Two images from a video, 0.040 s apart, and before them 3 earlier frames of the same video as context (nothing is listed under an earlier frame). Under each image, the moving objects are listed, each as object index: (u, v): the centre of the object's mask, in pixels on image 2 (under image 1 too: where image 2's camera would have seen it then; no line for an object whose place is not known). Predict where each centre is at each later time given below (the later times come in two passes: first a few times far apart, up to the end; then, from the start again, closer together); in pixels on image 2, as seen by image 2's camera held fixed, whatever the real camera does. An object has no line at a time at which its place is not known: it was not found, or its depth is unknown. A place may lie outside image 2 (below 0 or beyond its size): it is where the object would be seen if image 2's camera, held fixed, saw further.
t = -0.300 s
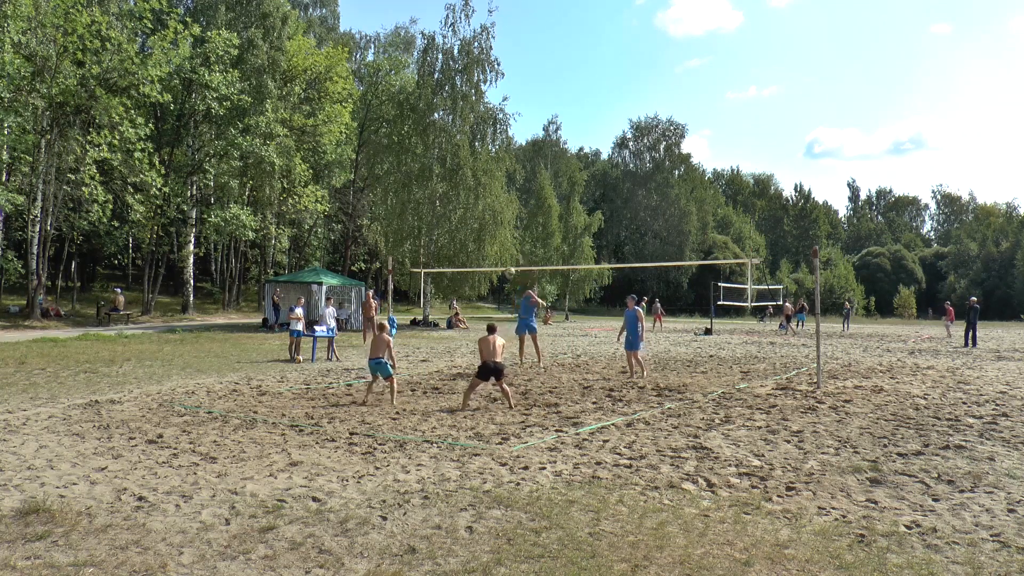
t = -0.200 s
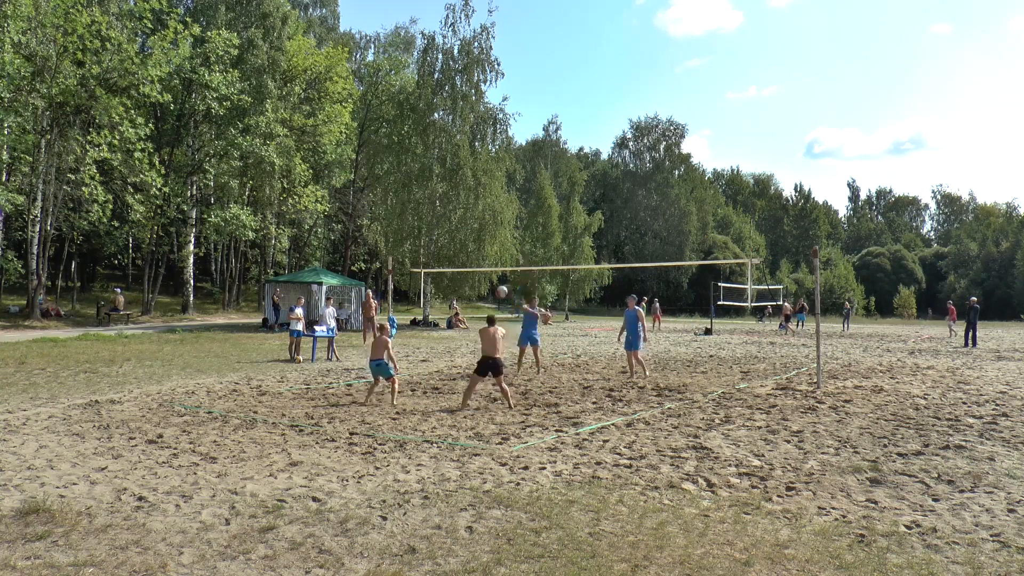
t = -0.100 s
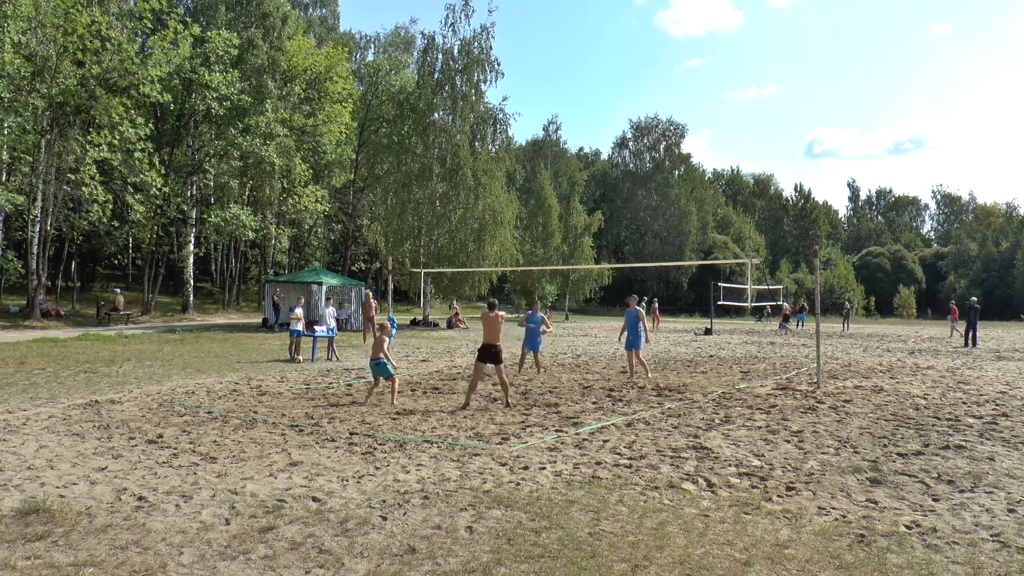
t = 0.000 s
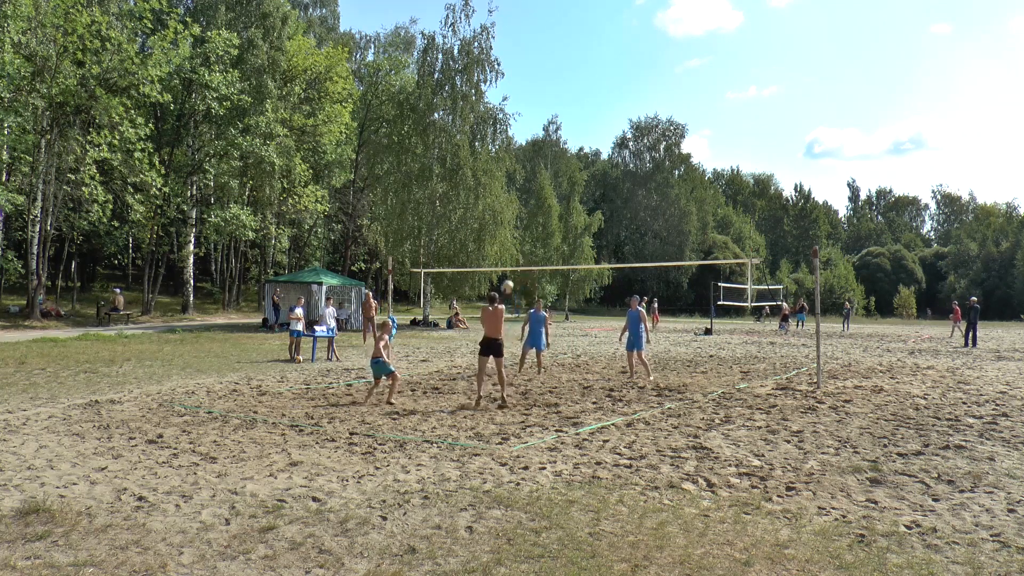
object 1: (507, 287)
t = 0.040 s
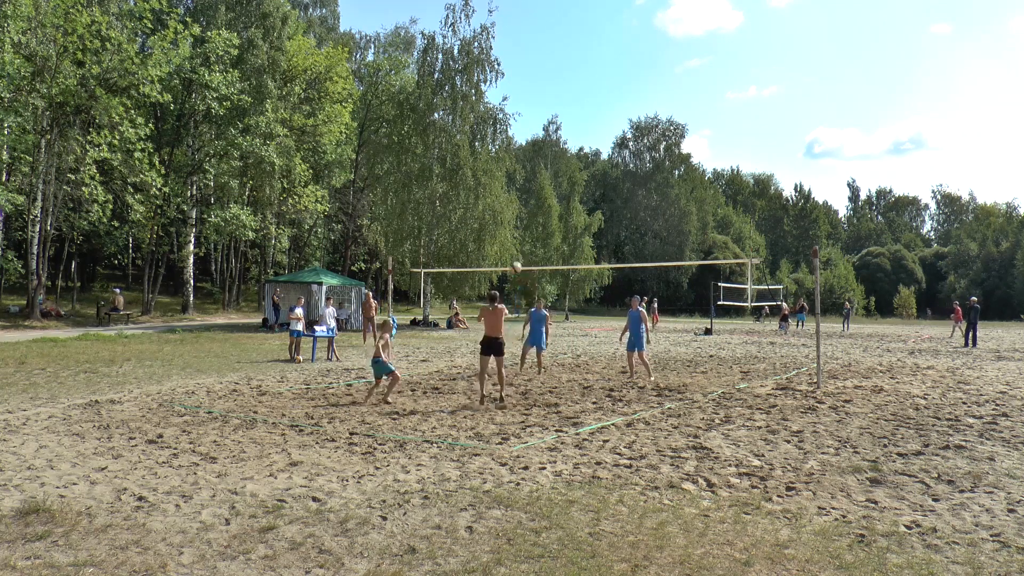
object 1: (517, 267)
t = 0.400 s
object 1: (581, 152)
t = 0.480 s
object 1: (593, 139)
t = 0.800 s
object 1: (643, 117)
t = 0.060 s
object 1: (521, 259)
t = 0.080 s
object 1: (524, 251)
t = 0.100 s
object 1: (528, 242)
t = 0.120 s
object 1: (531, 234)
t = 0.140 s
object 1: (535, 226)
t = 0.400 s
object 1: (581, 152)
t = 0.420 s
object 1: (584, 148)
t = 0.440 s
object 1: (587, 145)
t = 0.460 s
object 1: (591, 142)
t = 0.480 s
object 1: (593, 139)
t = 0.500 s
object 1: (597, 136)
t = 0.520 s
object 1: (600, 133)
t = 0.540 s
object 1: (603, 131)
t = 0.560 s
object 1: (606, 128)
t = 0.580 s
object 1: (610, 126)
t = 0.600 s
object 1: (613, 124)
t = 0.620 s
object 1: (616, 123)
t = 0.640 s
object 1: (619, 121)
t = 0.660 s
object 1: (622, 120)
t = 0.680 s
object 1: (625, 119)
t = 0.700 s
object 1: (628, 118)
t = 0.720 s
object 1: (631, 117)
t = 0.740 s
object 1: (634, 117)
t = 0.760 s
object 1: (637, 117)
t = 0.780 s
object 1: (640, 117)
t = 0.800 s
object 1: (643, 117)
